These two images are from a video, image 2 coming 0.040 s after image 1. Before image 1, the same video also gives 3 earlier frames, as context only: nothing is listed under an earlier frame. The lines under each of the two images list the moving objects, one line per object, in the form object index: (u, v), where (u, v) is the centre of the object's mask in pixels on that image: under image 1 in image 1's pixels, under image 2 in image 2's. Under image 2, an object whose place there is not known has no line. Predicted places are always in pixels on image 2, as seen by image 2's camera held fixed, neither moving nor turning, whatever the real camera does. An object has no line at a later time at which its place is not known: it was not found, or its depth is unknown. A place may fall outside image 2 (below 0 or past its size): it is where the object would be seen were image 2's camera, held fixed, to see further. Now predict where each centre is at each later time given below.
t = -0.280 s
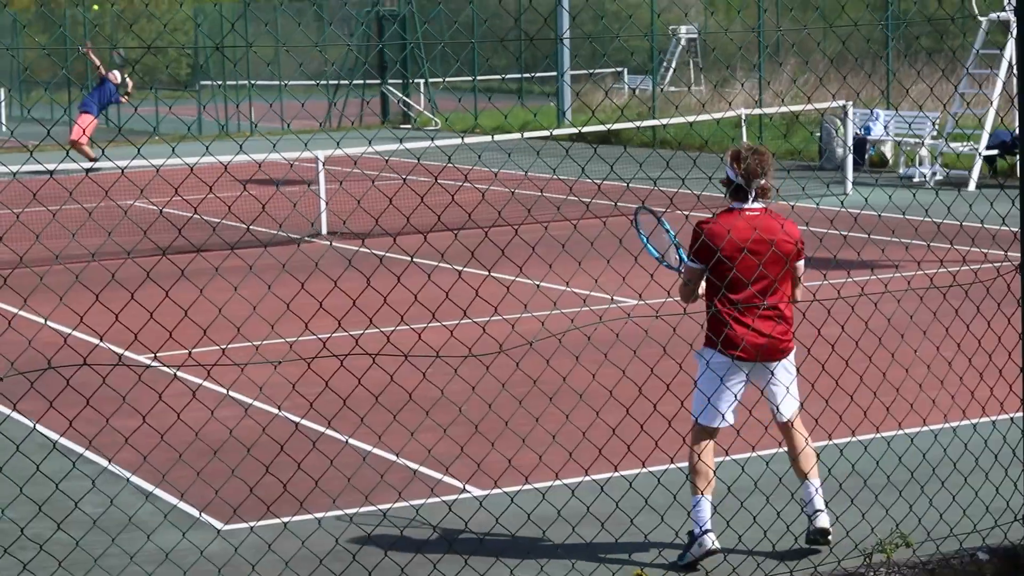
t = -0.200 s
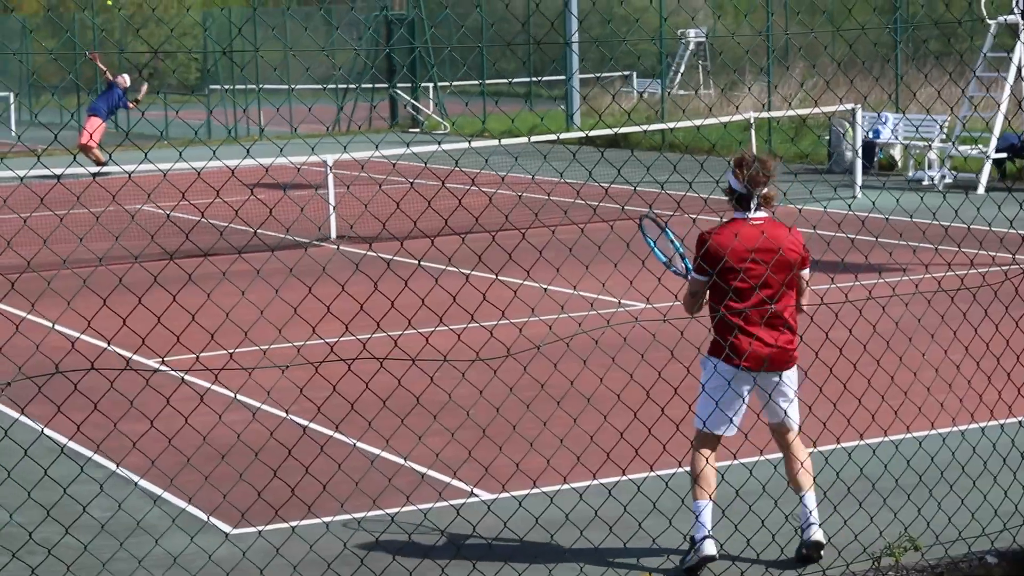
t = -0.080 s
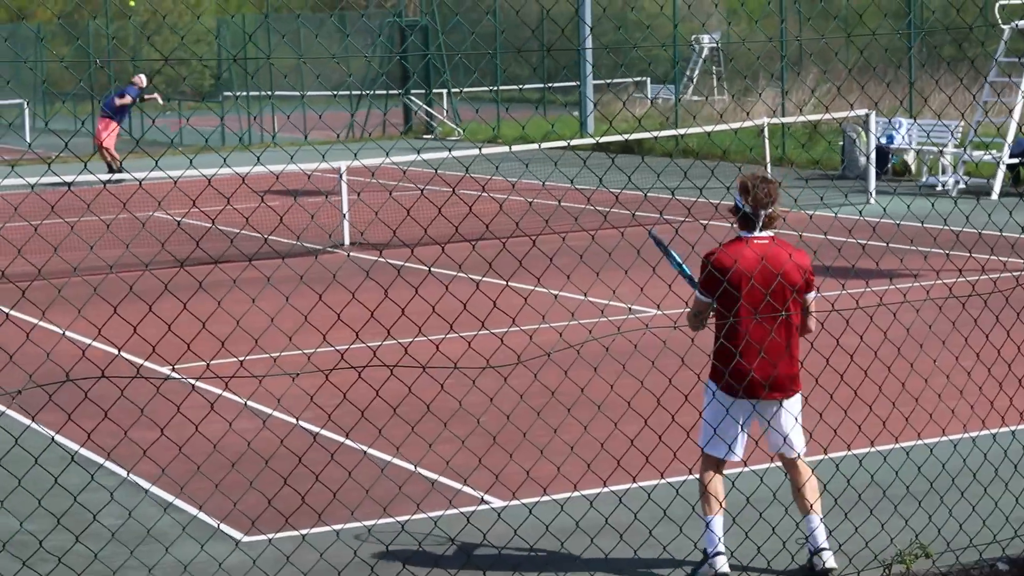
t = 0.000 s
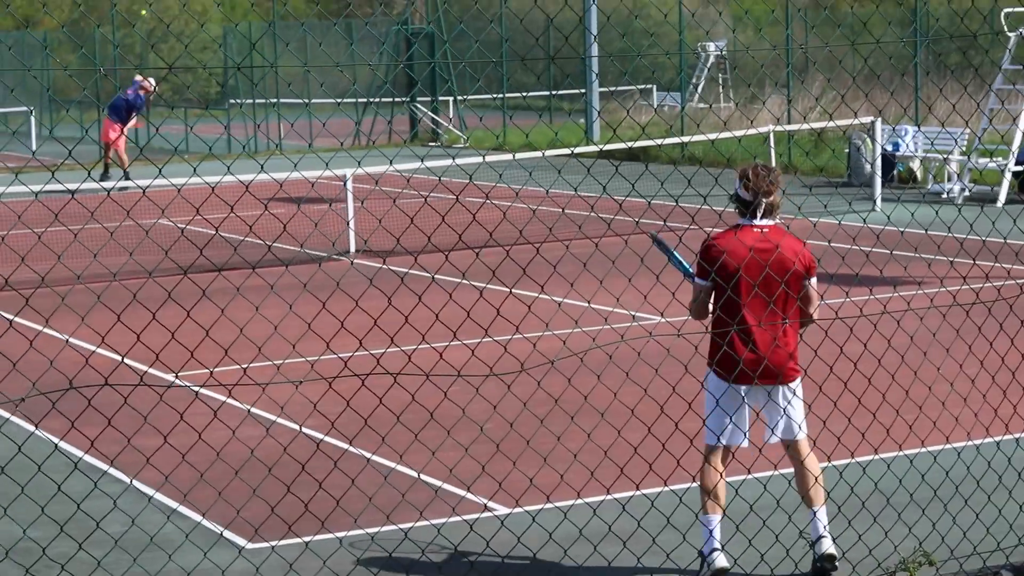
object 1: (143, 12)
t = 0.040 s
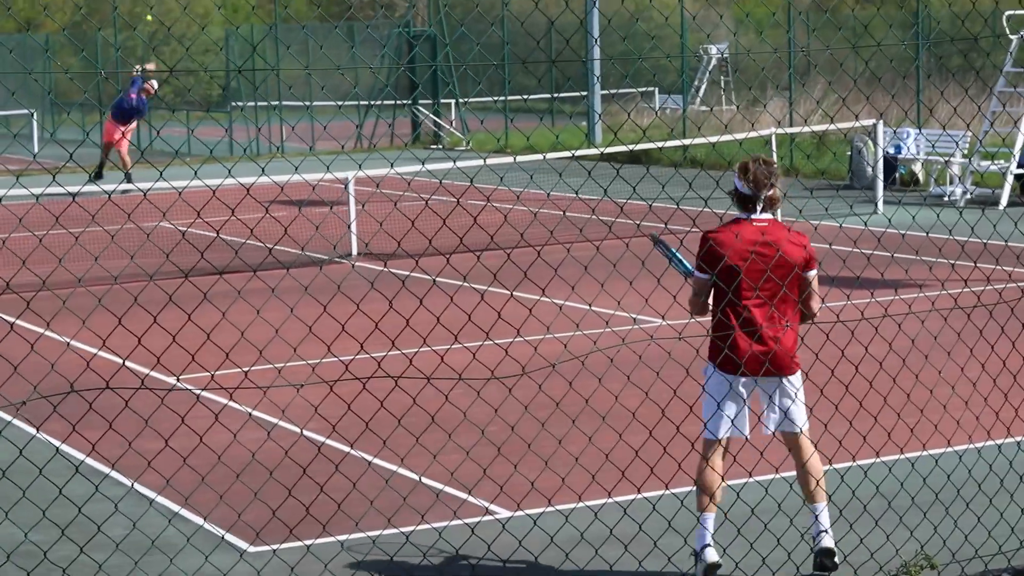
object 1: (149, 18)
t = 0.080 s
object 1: (151, 21)
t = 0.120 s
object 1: (152, 21)
